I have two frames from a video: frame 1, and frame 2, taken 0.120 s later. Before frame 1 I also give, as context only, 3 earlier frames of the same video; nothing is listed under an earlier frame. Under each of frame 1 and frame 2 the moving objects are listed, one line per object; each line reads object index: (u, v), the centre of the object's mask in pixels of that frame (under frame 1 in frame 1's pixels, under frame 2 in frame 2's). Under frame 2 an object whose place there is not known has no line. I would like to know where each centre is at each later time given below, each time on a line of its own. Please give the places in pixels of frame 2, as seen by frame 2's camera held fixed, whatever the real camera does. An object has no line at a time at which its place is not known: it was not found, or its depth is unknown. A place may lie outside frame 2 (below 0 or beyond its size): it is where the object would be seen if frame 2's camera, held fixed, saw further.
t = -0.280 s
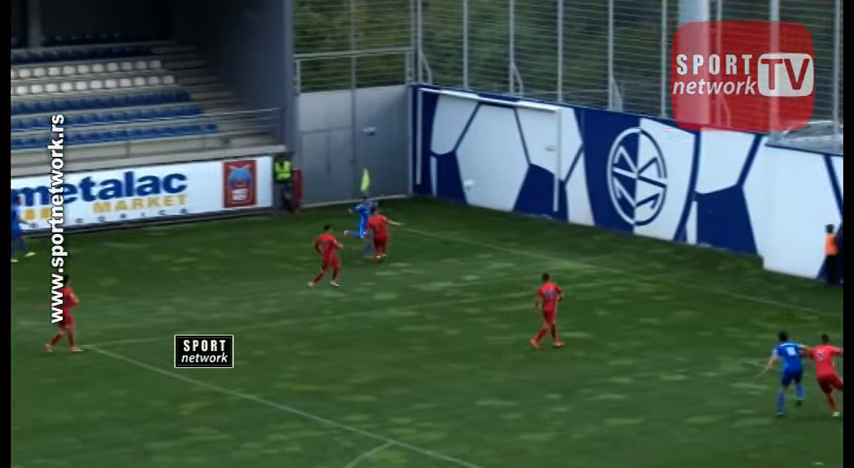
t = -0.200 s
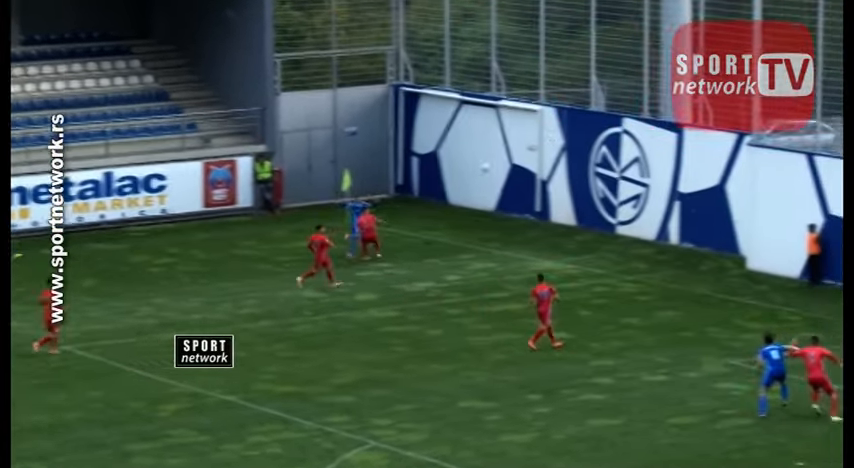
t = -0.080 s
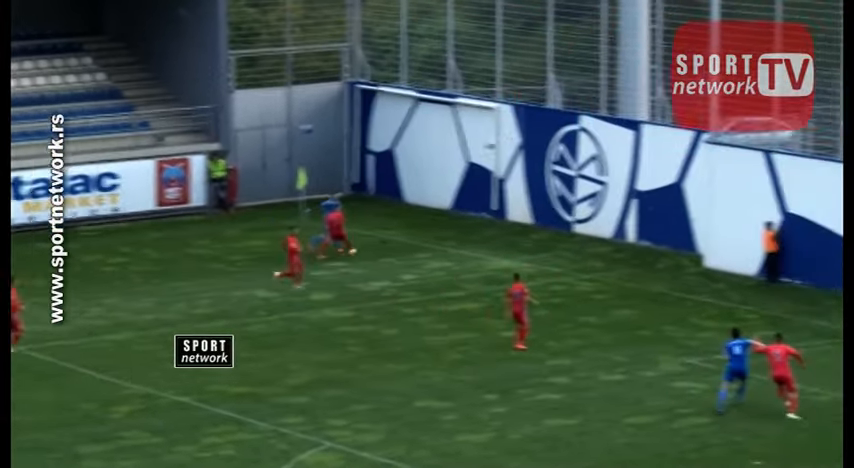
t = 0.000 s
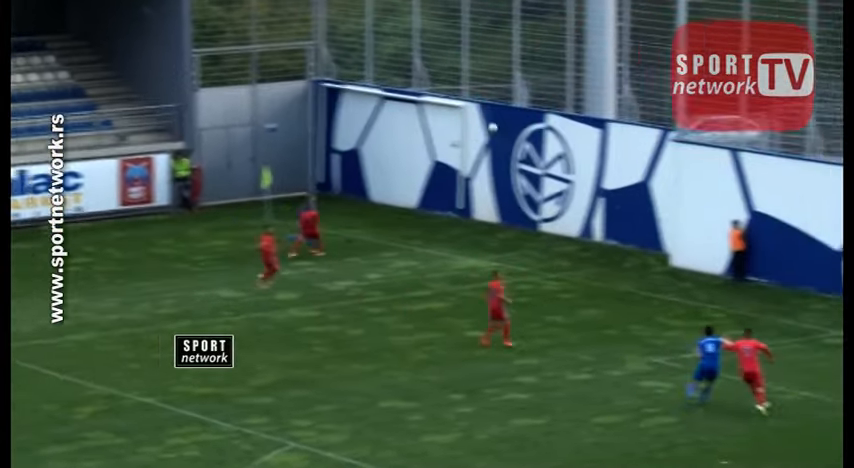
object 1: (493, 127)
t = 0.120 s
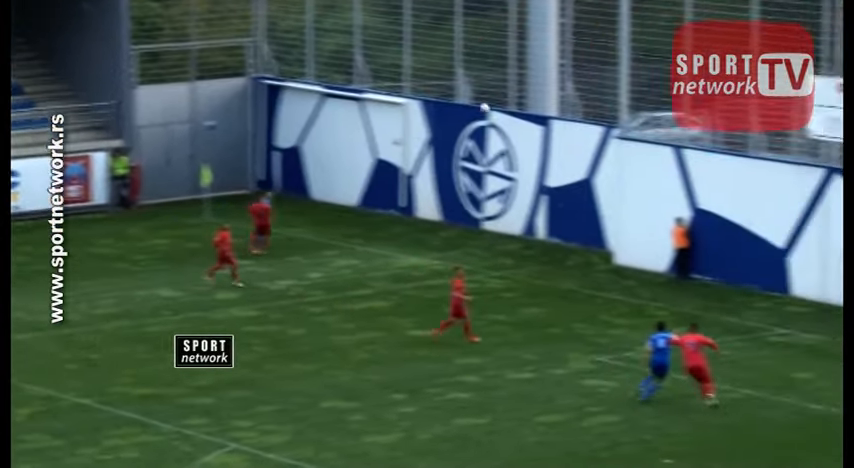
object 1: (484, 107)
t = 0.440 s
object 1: (615, 82)
